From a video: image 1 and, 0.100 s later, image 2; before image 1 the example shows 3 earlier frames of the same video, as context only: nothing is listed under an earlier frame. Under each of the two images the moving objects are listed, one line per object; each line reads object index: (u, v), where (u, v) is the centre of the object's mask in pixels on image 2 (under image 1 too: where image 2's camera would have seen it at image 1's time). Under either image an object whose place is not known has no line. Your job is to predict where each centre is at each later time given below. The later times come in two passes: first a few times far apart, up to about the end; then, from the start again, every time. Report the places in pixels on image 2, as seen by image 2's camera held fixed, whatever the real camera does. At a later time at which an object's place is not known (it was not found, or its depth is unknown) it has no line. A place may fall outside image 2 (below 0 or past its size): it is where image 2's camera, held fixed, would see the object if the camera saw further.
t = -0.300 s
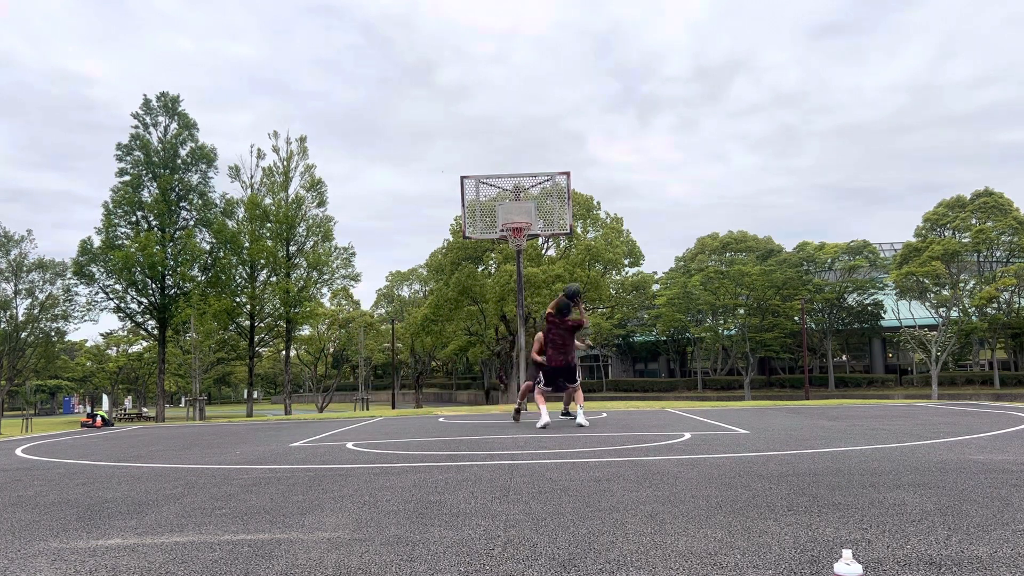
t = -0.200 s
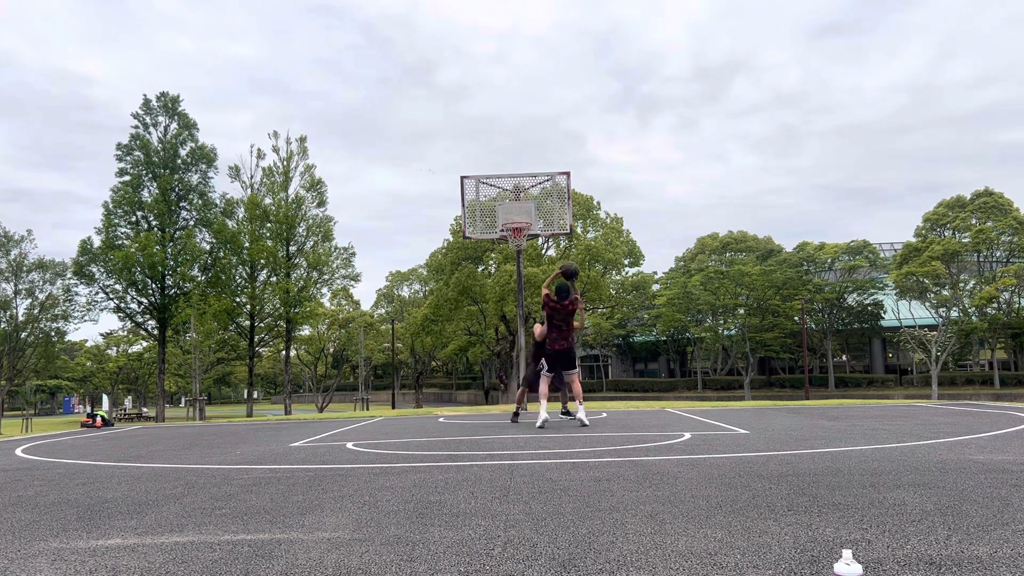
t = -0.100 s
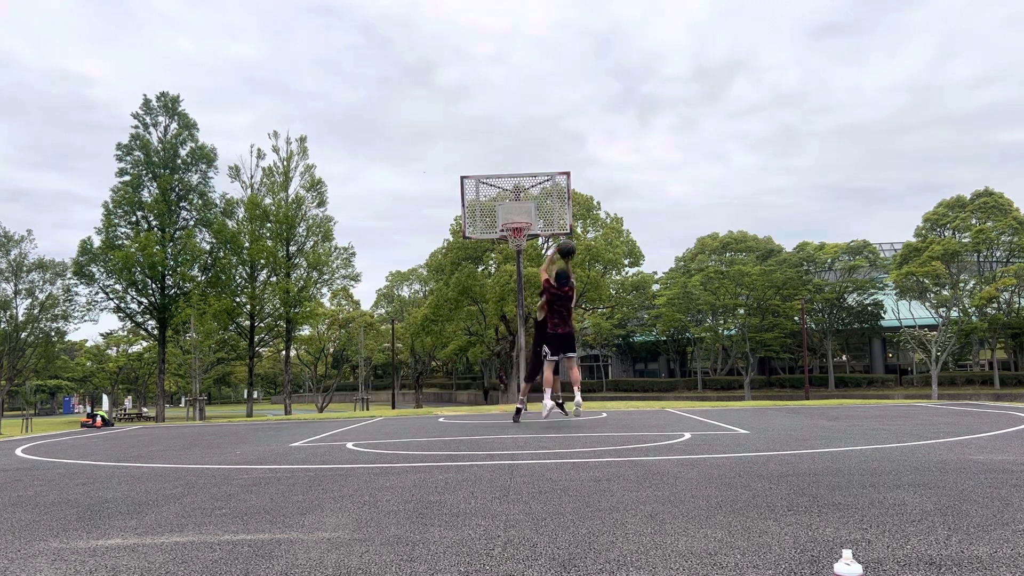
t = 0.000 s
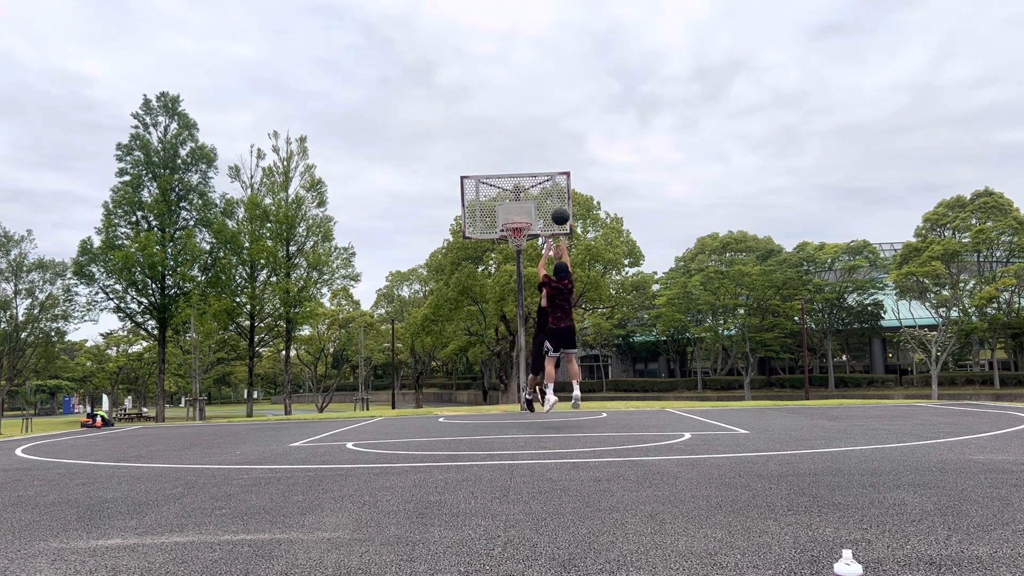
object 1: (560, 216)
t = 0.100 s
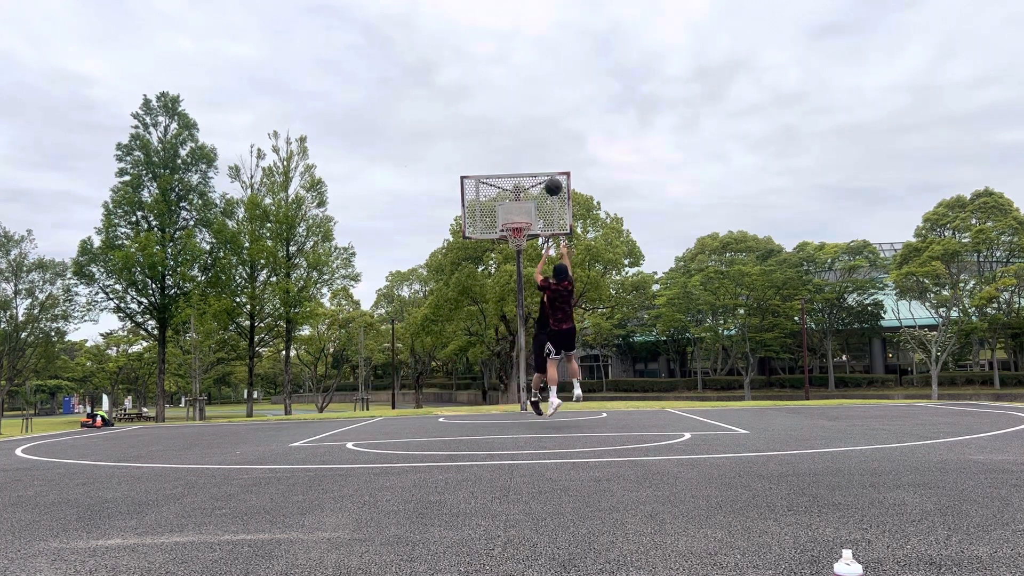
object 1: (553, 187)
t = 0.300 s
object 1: (541, 153)
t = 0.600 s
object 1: (526, 156)
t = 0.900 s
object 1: (514, 214)
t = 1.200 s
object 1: (523, 249)
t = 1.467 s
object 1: (540, 297)
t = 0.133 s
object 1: (551, 178)
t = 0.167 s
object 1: (549, 172)
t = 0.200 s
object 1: (547, 166)
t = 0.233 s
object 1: (545, 161)
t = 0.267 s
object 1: (543, 156)
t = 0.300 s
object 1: (541, 153)
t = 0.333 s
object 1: (539, 150)
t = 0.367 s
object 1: (537, 149)
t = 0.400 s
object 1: (536, 147)
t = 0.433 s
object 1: (534, 147)
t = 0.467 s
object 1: (532, 148)
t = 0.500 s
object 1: (530, 149)
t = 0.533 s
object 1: (529, 150)
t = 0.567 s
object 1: (527, 153)
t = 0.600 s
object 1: (526, 156)
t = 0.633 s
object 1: (524, 160)
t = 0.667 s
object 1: (523, 165)
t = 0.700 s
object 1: (522, 170)
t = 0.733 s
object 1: (520, 176)
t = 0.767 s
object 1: (519, 183)
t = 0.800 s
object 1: (518, 190)
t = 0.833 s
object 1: (516, 197)
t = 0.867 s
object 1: (515, 205)
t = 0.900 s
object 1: (514, 214)
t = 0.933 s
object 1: (512, 220)
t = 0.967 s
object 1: (506, 230)
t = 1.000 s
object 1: (510, 239)
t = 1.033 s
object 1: (514, 243)
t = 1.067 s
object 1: (516, 243)
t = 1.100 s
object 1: (518, 244)
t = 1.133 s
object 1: (520, 246)
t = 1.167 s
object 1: (522, 248)
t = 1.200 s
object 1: (523, 249)
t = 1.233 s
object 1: (525, 252)
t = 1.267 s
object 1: (527, 256)
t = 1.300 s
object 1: (529, 262)
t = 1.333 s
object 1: (532, 267)
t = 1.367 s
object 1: (534, 274)
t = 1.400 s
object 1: (535, 280)
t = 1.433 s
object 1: (538, 288)
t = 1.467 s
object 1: (540, 297)
